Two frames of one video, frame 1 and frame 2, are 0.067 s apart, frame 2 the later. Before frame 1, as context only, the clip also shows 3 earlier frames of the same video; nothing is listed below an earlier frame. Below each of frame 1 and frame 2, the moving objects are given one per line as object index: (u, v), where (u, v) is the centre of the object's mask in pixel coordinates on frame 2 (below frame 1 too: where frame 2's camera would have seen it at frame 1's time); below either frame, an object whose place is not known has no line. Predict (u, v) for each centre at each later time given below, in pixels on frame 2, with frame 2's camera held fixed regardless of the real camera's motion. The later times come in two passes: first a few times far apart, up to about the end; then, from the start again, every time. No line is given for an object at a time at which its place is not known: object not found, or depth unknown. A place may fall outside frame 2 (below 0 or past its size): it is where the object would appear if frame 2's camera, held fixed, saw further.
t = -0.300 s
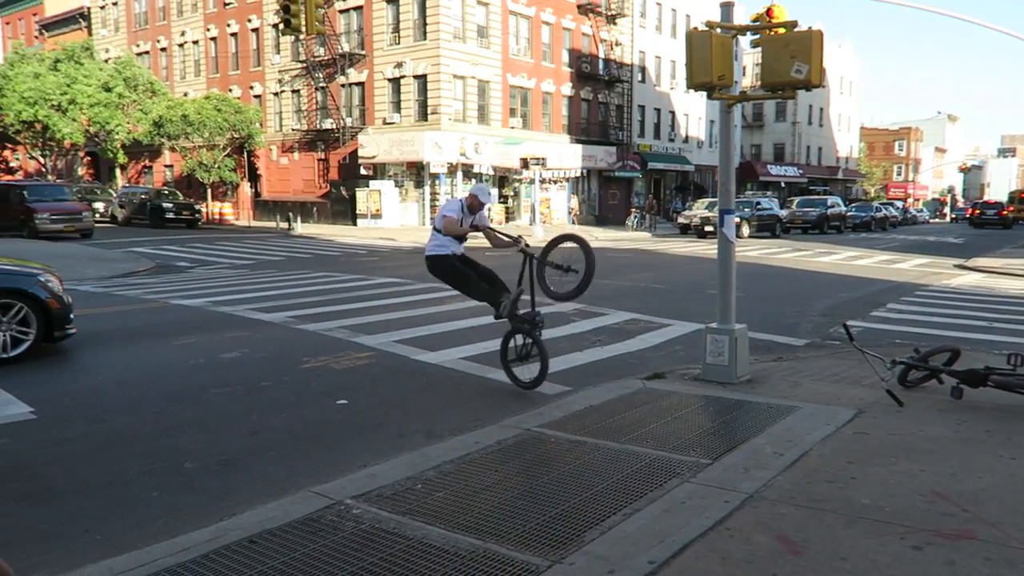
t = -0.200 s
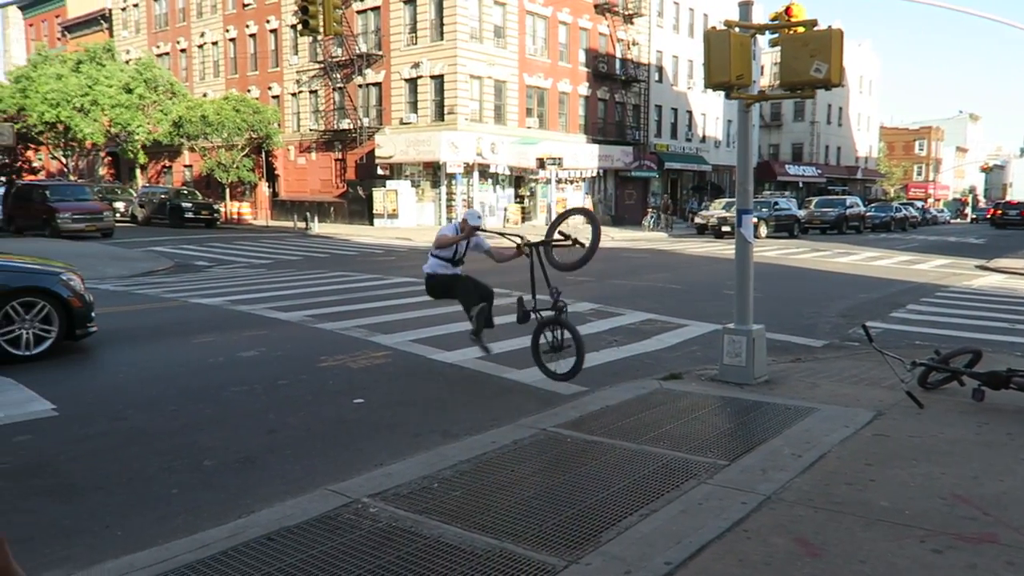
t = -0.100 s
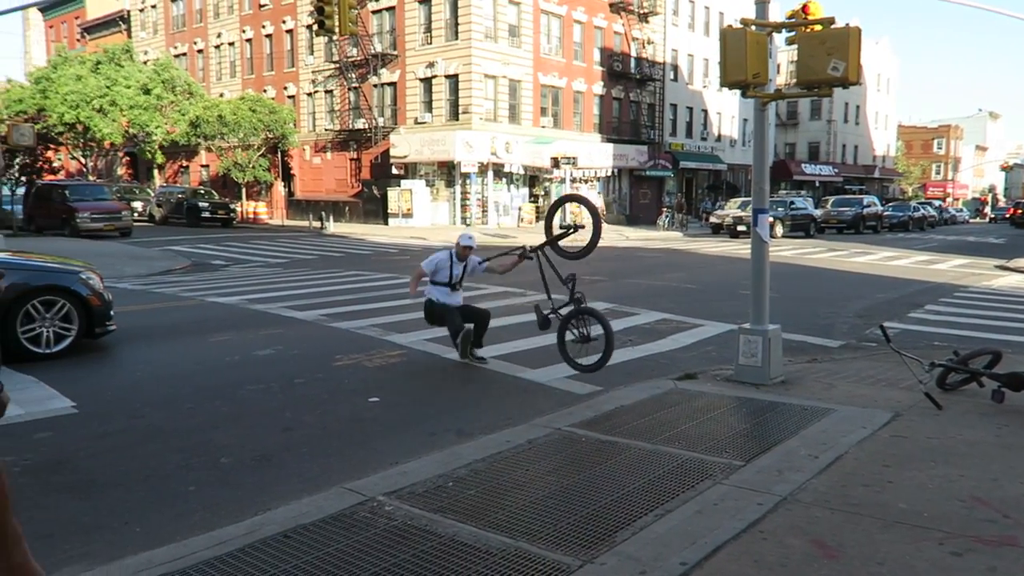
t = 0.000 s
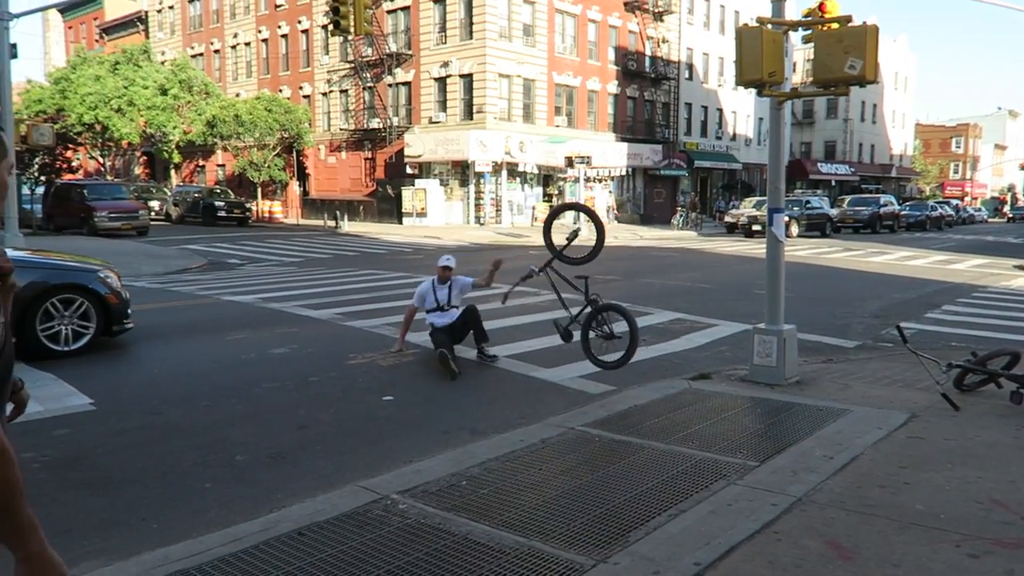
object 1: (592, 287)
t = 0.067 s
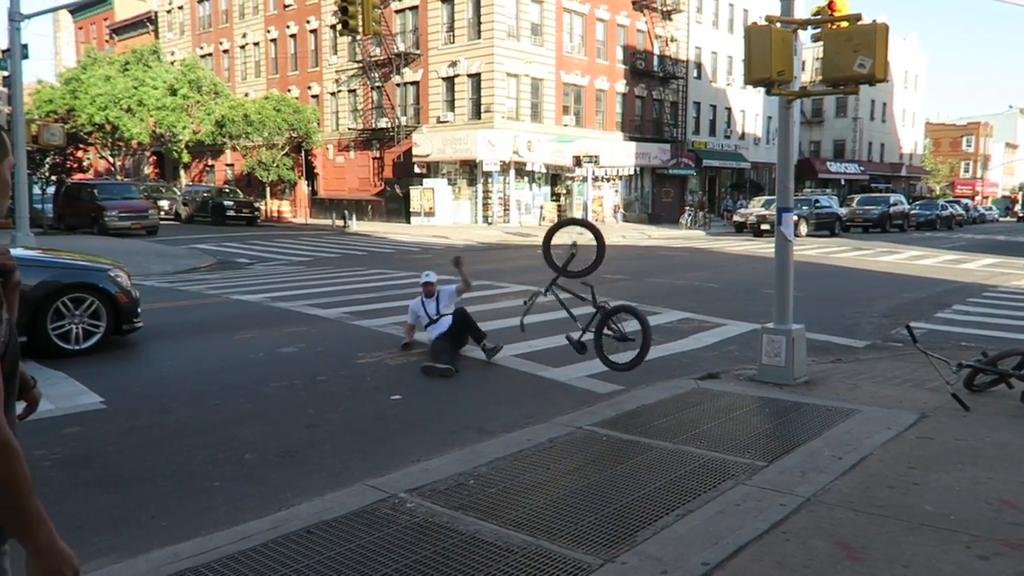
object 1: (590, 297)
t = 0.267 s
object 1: (594, 330)
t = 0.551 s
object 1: (597, 338)
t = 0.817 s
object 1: (605, 346)
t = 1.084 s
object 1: (597, 334)
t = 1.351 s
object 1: (599, 335)
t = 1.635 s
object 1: (598, 335)
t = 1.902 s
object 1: (596, 335)
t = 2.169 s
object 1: (595, 335)
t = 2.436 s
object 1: (595, 335)
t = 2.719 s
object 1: (595, 335)
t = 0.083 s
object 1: (590, 300)
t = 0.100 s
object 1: (589, 304)
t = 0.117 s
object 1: (588, 308)
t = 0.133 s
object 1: (588, 313)
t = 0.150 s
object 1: (587, 318)
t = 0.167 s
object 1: (587, 323)
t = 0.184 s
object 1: (587, 329)
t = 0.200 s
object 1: (587, 333)
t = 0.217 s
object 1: (589, 334)
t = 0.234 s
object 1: (590, 334)
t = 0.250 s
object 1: (592, 333)
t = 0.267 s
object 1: (594, 330)
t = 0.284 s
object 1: (594, 329)
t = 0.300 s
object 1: (595, 328)
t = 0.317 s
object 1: (596, 327)
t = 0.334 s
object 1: (597, 327)
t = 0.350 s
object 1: (597, 327)
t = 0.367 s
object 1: (598, 327)
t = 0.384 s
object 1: (600, 328)
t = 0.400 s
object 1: (600, 328)
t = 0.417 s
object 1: (599, 329)
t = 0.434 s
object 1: (598, 329)
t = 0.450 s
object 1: (597, 331)
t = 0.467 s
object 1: (597, 332)
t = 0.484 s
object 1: (596, 332)
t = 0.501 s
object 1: (595, 333)
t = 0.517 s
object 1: (594, 333)
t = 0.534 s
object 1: (595, 336)
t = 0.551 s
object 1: (597, 338)
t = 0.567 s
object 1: (595, 336)
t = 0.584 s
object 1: (593, 335)
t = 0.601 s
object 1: (593, 335)
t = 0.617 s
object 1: (591, 335)
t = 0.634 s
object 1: (591, 336)
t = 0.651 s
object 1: (592, 337)
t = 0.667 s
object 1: (593, 339)
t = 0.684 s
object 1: (595, 341)
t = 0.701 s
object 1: (599, 344)
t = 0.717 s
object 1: (598, 344)
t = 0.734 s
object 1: (599, 344)
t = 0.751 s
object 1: (600, 344)
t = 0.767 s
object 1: (602, 346)
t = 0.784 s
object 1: (603, 346)
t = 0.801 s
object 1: (604, 346)
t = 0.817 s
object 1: (605, 346)
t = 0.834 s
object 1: (605, 346)
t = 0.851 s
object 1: (598, 338)
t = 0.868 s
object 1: (598, 337)
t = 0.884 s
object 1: (597, 338)
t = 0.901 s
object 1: (596, 337)
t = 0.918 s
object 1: (595, 338)
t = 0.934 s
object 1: (595, 338)
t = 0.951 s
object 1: (595, 338)
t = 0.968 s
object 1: (595, 337)
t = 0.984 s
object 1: (595, 336)
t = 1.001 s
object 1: (596, 335)
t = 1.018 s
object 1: (596, 334)
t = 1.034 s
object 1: (596, 334)
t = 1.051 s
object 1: (596, 335)
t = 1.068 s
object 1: (597, 335)
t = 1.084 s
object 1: (597, 334)
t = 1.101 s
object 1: (597, 334)
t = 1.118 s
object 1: (598, 334)
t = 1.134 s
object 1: (598, 334)
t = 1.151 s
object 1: (598, 335)
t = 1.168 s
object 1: (599, 335)
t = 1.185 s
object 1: (598, 335)
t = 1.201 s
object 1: (598, 336)
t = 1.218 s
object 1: (598, 336)
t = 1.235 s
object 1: (599, 336)
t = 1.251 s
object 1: (599, 336)
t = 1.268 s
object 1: (599, 336)
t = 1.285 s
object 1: (599, 335)
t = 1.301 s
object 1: (599, 335)
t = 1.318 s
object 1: (599, 335)
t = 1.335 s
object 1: (599, 335)
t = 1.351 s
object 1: (599, 335)
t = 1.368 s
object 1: (600, 336)
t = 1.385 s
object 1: (599, 336)
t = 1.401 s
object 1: (600, 336)
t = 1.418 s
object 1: (600, 335)
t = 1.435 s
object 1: (600, 335)
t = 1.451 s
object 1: (599, 335)
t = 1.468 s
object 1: (599, 335)
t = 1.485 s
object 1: (600, 335)
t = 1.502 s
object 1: (600, 335)
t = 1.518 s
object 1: (600, 335)
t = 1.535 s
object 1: (600, 335)
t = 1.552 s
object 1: (600, 335)
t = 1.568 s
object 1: (600, 335)
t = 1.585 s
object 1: (600, 335)
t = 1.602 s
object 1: (599, 335)
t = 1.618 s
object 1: (599, 335)
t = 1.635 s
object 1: (598, 335)
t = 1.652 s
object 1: (598, 335)
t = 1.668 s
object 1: (598, 335)
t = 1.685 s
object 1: (598, 335)
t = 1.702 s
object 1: (598, 335)
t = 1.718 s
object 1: (598, 335)
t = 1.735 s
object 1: (598, 335)
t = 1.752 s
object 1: (598, 335)
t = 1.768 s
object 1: (597, 335)
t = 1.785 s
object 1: (597, 335)
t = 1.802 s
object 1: (596, 335)
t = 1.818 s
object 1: (596, 335)
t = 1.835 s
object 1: (596, 335)
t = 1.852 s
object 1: (595, 335)
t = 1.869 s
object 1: (595, 335)
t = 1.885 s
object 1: (596, 335)
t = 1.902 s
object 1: (596, 335)
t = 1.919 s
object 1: (596, 335)
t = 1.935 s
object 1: (595, 335)
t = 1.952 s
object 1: (595, 335)
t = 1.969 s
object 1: (595, 335)
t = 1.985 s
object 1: (596, 335)
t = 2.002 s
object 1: (596, 335)
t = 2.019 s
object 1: (596, 335)
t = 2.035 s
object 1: (596, 335)
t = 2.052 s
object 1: (596, 335)
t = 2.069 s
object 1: (595, 335)
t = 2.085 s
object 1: (595, 335)
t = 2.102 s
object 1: (595, 335)
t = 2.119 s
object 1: (595, 335)
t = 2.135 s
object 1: (595, 335)
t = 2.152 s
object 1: (595, 335)
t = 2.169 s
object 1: (595, 335)
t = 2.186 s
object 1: (595, 335)
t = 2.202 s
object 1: (595, 334)
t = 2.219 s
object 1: (595, 334)
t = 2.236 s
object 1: (595, 334)
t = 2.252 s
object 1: (595, 334)
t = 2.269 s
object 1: (595, 335)
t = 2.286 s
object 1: (595, 335)
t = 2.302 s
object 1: (595, 335)
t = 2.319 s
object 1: (595, 335)
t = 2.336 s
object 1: (595, 335)
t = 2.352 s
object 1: (595, 335)
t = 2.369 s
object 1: (595, 335)
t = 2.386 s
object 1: (595, 335)
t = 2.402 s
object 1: (595, 335)
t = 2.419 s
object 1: (595, 335)
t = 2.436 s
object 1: (595, 335)
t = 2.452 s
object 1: (595, 335)
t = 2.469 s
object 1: (596, 335)
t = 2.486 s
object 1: (596, 335)
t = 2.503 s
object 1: (596, 335)
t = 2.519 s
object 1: (596, 335)
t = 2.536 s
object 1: (596, 335)
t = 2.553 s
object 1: (596, 335)
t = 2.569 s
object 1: (596, 335)
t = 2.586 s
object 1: (595, 335)
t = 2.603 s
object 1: (596, 335)
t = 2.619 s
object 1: (595, 335)
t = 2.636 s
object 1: (595, 335)
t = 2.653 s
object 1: (595, 335)
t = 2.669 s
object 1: (595, 335)
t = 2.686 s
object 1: (596, 335)
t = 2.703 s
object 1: (595, 335)
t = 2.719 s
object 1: (595, 335)
